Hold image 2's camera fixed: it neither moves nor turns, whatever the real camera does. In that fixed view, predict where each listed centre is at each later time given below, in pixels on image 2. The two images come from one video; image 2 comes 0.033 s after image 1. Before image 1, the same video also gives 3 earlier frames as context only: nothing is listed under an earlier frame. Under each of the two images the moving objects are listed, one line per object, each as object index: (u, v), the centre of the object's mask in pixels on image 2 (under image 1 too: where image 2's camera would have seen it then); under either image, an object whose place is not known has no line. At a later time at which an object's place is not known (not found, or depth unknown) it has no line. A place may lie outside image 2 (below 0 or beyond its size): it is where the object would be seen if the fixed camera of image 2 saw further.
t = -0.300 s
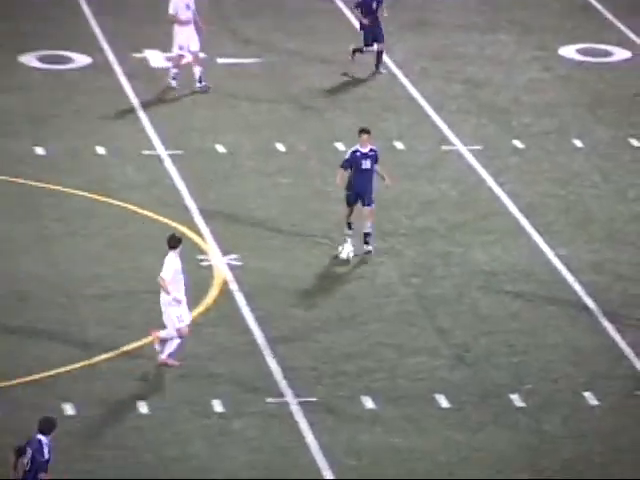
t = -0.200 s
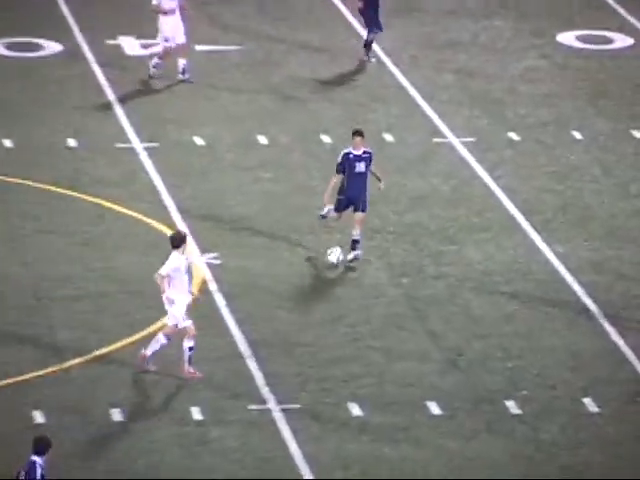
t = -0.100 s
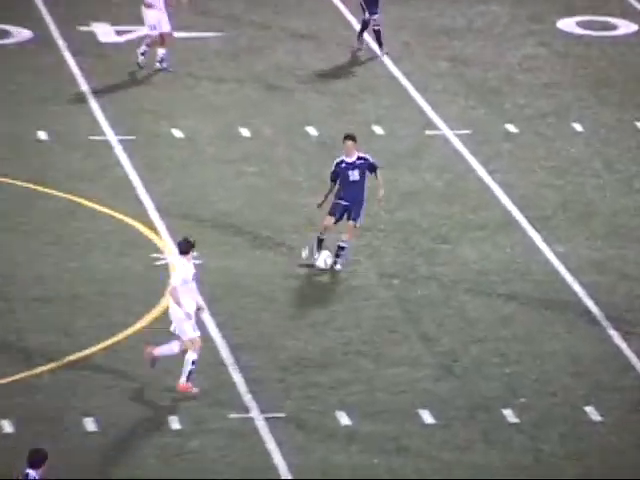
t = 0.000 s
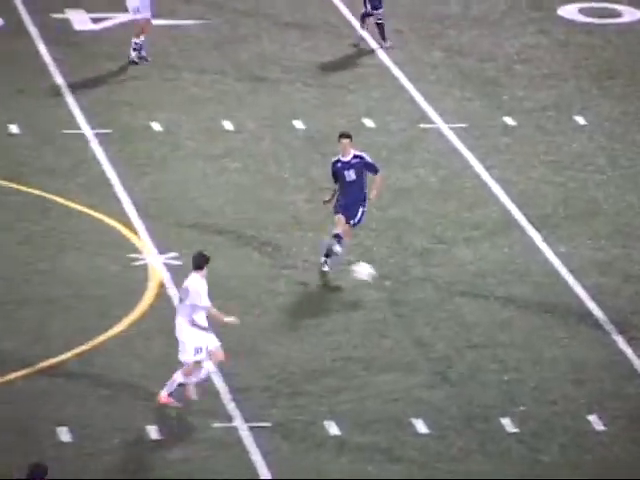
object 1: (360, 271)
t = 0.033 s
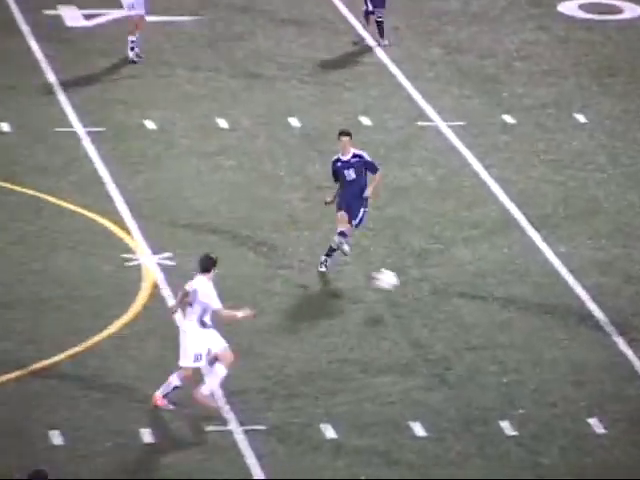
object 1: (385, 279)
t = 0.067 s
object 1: (412, 288)
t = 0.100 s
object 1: (438, 298)
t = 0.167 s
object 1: (495, 321)
